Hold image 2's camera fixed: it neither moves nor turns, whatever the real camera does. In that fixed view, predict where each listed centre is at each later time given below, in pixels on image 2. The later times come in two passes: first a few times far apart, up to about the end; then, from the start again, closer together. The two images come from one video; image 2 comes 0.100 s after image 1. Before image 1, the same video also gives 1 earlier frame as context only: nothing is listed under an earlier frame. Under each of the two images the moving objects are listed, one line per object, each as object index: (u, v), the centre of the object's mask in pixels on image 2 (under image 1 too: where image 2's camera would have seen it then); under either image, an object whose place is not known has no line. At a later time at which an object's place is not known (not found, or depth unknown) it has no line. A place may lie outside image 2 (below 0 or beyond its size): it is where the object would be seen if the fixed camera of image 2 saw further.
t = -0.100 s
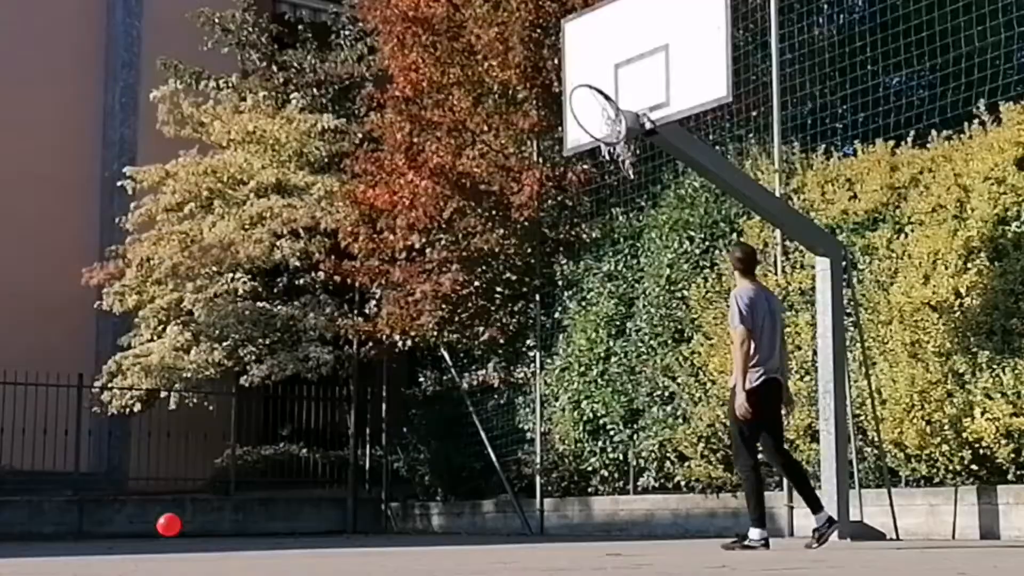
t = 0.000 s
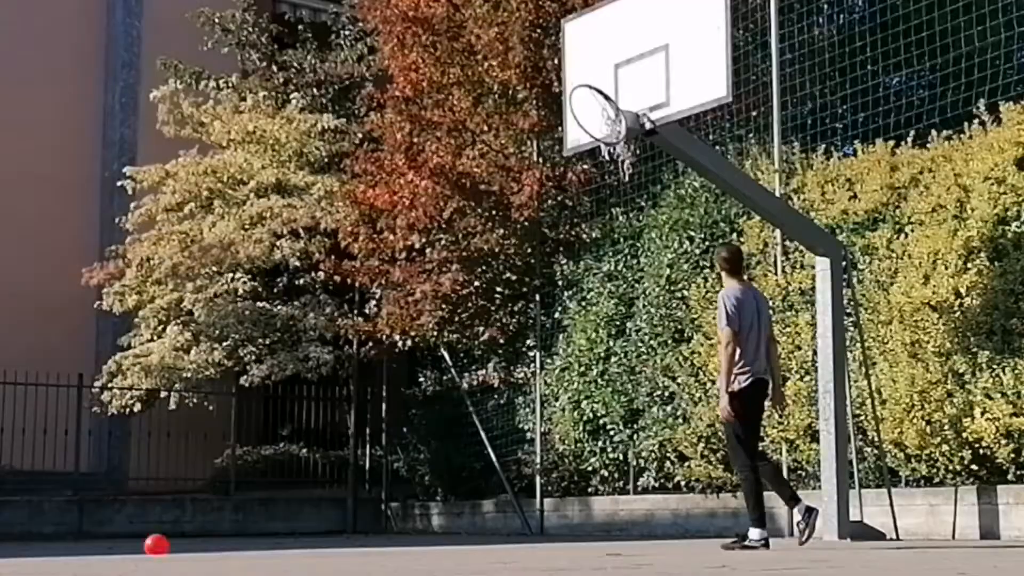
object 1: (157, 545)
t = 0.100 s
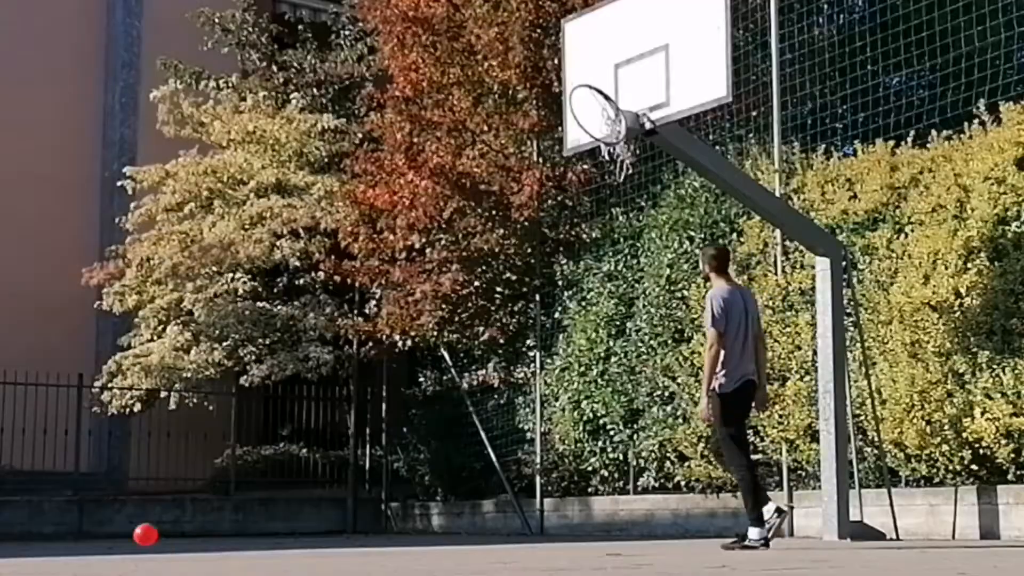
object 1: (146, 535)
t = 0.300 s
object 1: (128, 545)
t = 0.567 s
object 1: (101, 543)
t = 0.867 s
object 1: (72, 545)
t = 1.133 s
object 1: (49, 545)
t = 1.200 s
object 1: (44, 546)
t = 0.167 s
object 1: (142, 533)
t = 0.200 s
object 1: (138, 534)
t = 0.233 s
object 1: (134, 536)
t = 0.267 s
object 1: (131, 541)
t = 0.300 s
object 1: (128, 545)
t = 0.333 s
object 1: (125, 543)
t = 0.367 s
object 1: (121, 541)
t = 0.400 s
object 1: (117, 541)
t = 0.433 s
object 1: (114, 541)
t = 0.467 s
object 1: (110, 544)
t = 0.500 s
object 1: (106, 545)
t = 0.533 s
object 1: (103, 543)
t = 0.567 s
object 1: (101, 543)
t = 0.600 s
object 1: (97, 543)
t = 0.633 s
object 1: (95, 545)
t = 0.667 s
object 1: (92, 545)
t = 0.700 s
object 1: (89, 544)
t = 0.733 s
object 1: (85, 545)
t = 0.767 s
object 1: (82, 545)
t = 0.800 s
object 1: (79, 544)
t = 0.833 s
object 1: (76, 545)
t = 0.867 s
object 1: (72, 545)
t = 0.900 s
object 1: (70, 545)
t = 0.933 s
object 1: (66, 545)
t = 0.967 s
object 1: (64, 545)
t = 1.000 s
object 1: (61, 545)
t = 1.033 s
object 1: (59, 545)
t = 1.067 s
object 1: (55, 545)
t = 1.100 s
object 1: (52, 545)
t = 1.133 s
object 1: (49, 545)
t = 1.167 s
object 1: (47, 545)
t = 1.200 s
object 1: (44, 546)
